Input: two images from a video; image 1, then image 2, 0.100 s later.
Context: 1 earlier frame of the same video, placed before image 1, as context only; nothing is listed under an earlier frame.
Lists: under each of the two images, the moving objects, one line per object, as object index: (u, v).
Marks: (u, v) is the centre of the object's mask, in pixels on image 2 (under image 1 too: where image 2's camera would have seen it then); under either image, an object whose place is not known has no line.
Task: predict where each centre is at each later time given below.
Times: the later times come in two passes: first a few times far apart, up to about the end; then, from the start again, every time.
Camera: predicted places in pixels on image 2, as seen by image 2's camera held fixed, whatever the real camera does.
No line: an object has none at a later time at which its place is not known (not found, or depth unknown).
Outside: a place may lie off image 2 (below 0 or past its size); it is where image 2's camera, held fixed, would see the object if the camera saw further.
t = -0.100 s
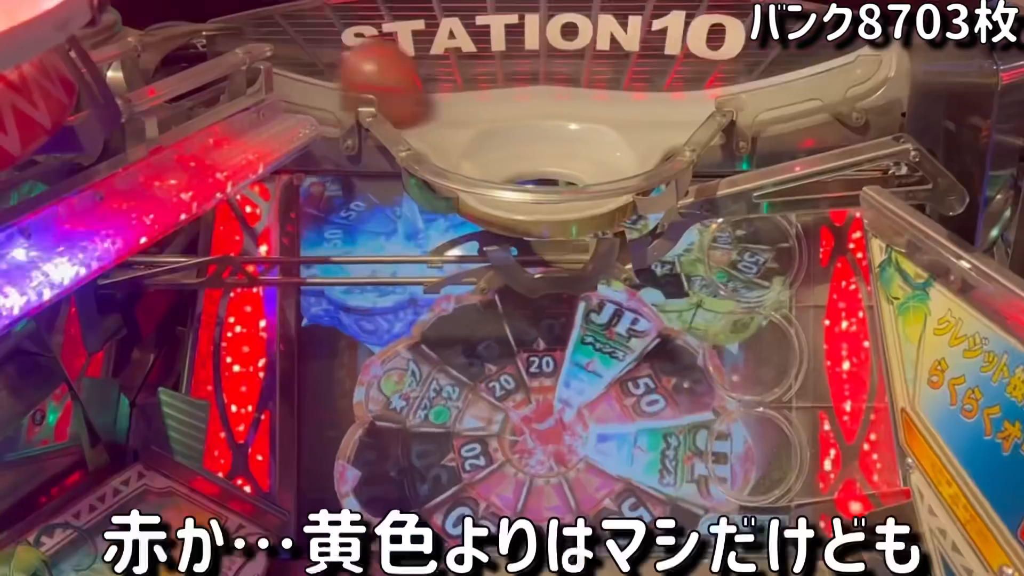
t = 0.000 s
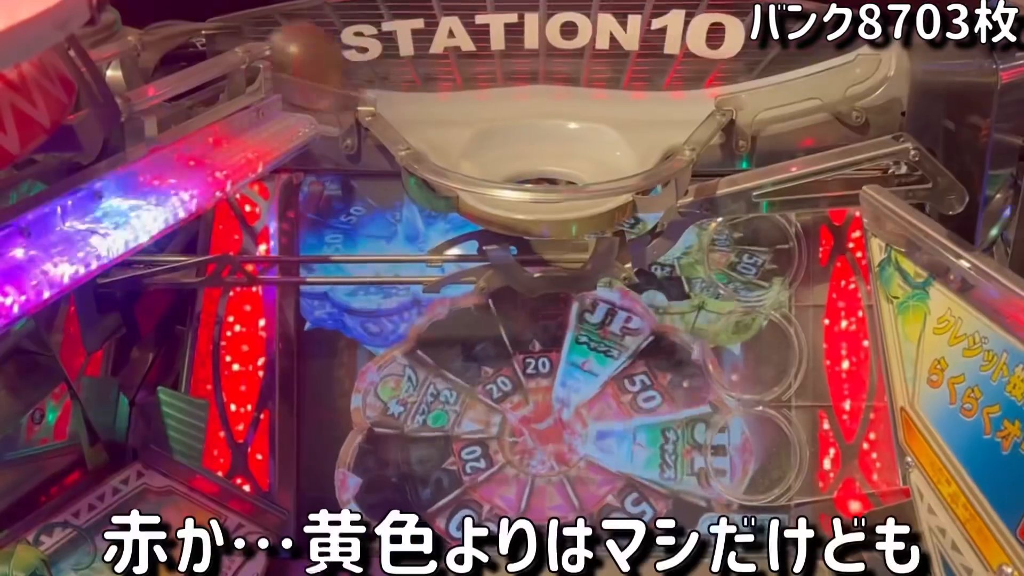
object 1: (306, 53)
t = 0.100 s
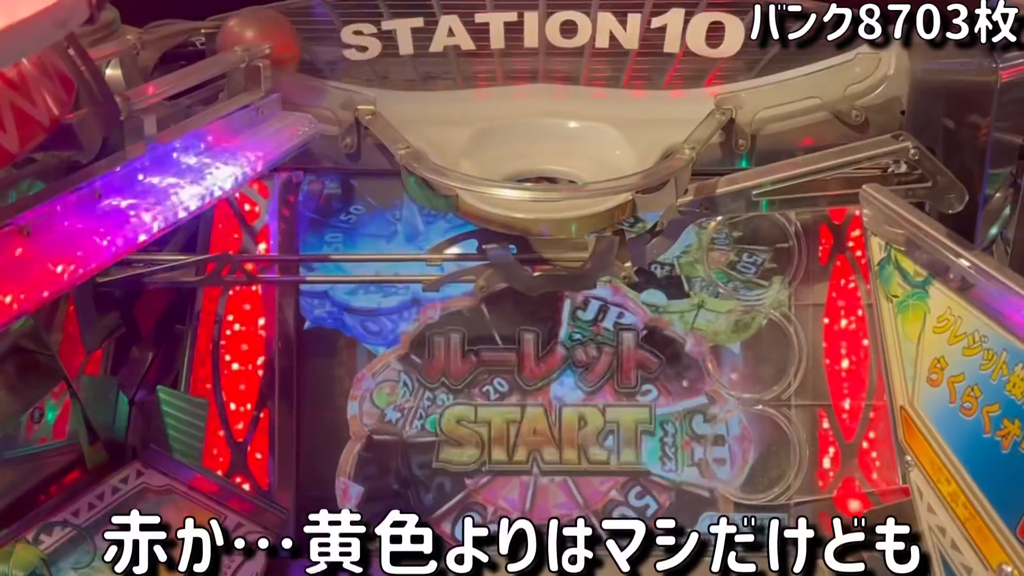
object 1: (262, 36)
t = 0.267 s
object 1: (307, 67)
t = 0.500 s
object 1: (468, 83)
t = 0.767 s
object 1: (649, 102)
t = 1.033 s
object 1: (654, 115)
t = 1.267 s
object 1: (601, 142)
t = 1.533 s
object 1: (466, 140)
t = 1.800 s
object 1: (512, 125)
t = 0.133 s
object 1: (262, 37)
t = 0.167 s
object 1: (268, 39)
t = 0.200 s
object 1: (280, 43)
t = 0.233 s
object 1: (294, 48)
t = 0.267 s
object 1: (307, 67)
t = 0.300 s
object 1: (323, 70)
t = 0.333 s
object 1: (348, 76)
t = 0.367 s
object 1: (367, 74)
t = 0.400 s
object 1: (398, 82)
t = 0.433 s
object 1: (420, 85)
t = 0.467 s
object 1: (447, 86)
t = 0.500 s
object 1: (468, 83)
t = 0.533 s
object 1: (491, 80)
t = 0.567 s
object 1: (513, 81)
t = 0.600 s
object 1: (536, 82)
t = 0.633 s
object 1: (558, 83)
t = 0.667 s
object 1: (581, 83)
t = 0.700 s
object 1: (600, 80)
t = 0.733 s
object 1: (623, 85)
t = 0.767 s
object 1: (649, 102)
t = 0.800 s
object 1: (665, 102)
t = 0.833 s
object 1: (658, 104)
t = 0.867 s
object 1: (656, 106)
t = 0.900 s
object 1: (656, 107)
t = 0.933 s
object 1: (658, 109)
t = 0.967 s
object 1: (658, 111)
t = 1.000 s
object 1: (657, 113)
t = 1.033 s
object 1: (654, 115)
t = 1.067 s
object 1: (650, 118)
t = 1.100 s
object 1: (646, 121)
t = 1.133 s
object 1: (641, 125)
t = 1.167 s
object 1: (635, 128)
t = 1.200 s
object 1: (627, 133)
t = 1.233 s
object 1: (615, 138)
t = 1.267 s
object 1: (601, 142)
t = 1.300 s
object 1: (586, 145)
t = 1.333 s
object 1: (569, 149)
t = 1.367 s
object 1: (550, 150)
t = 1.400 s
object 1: (530, 149)
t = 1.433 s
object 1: (511, 147)
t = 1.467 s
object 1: (494, 145)
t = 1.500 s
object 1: (477, 142)
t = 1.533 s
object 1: (466, 140)
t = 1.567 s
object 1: (468, 138)
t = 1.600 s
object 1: (471, 137)
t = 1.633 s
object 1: (475, 136)
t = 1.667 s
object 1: (481, 134)
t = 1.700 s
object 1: (487, 133)
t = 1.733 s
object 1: (494, 130)
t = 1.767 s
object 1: (503, 128)
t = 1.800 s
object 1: (512, 125)
